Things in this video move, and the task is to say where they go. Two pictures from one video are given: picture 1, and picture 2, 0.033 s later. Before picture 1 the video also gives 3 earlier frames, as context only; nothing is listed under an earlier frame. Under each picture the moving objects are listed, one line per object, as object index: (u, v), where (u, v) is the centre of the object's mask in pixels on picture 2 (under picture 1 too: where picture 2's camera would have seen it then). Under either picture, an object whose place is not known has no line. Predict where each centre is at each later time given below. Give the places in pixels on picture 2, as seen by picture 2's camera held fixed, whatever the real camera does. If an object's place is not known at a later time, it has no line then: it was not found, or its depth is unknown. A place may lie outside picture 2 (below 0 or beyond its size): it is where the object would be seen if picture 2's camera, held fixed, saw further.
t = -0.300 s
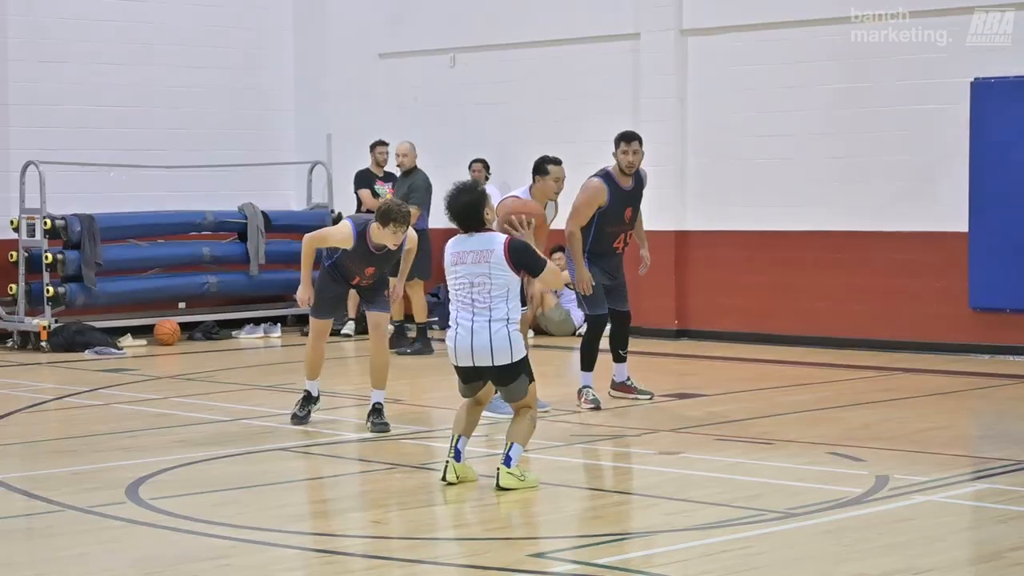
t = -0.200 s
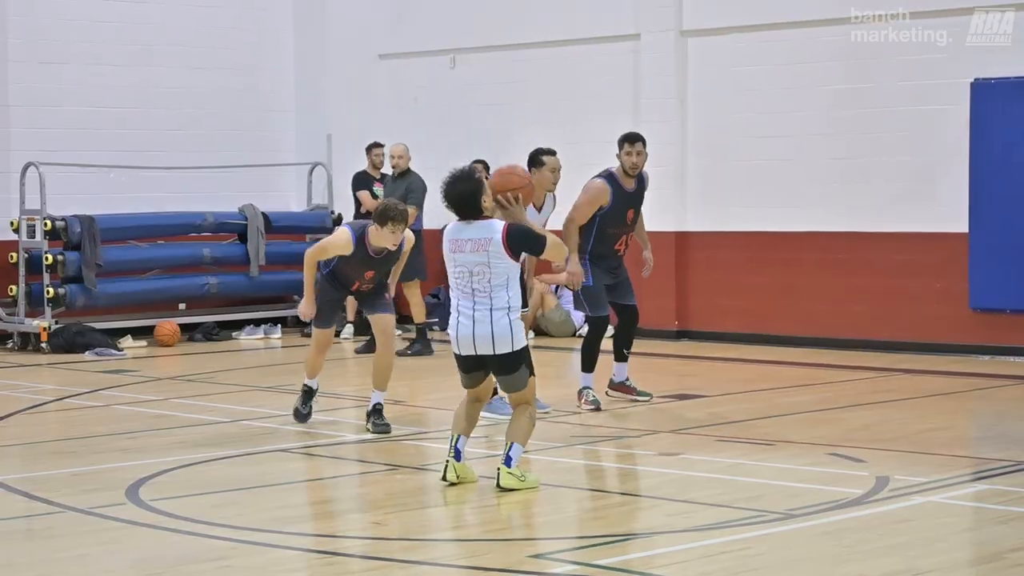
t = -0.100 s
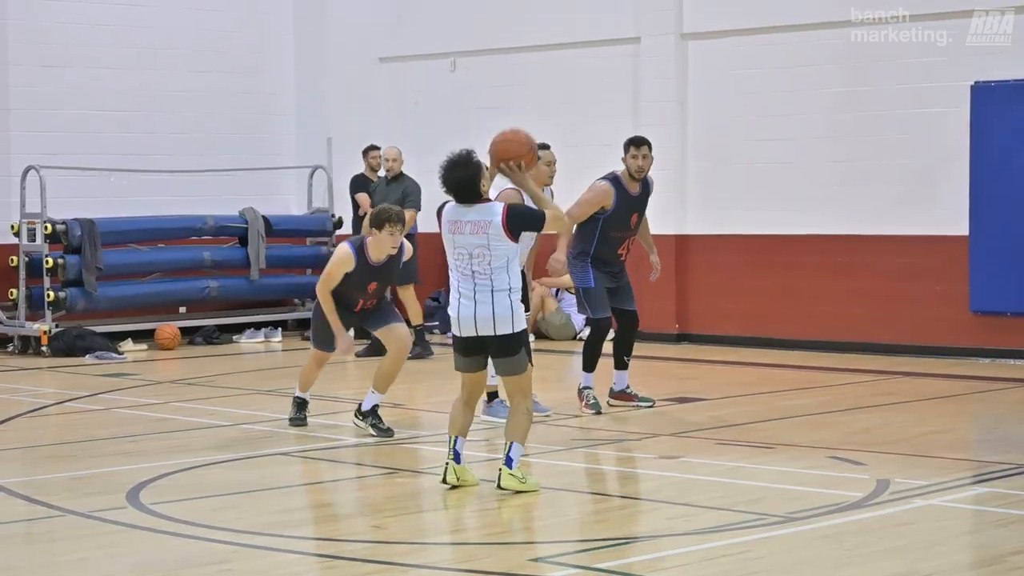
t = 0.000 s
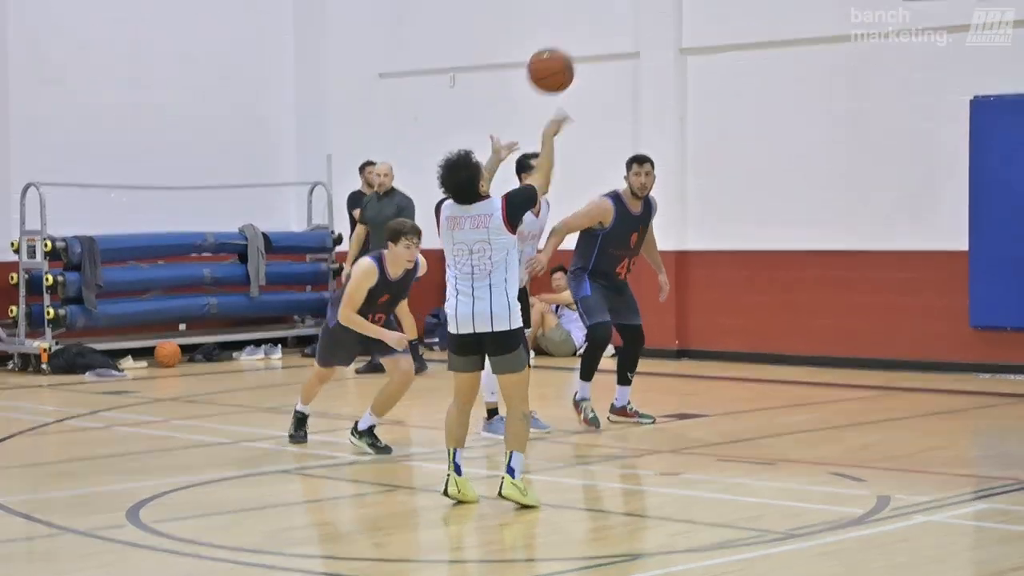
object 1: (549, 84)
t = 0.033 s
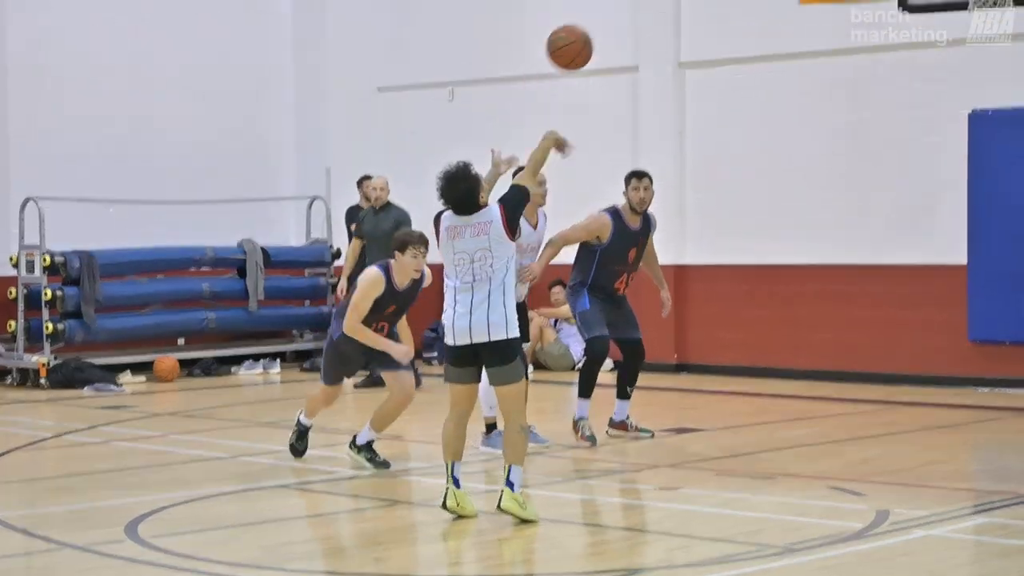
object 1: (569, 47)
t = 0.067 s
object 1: (591, 12)
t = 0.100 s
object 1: (611, -21)
